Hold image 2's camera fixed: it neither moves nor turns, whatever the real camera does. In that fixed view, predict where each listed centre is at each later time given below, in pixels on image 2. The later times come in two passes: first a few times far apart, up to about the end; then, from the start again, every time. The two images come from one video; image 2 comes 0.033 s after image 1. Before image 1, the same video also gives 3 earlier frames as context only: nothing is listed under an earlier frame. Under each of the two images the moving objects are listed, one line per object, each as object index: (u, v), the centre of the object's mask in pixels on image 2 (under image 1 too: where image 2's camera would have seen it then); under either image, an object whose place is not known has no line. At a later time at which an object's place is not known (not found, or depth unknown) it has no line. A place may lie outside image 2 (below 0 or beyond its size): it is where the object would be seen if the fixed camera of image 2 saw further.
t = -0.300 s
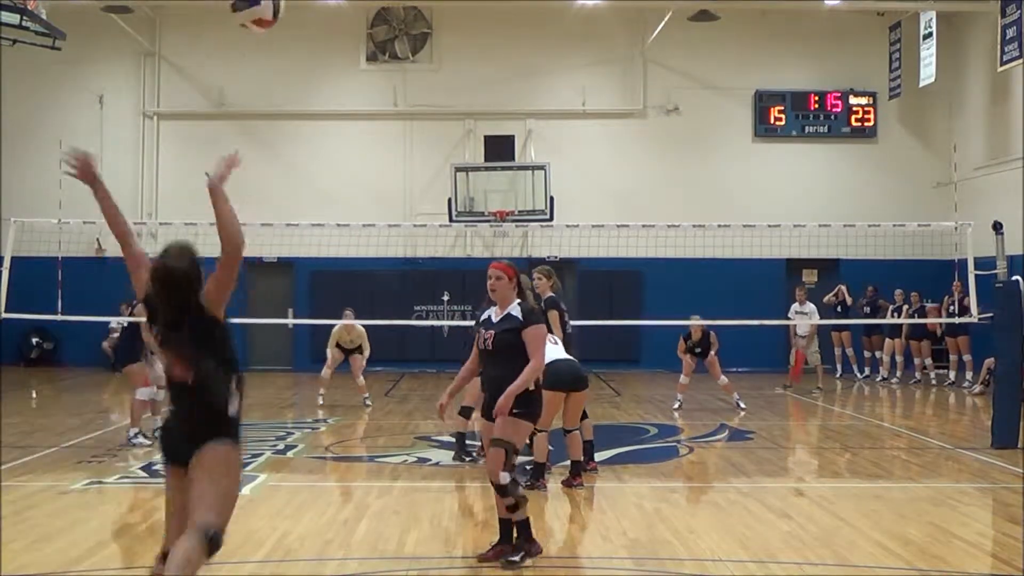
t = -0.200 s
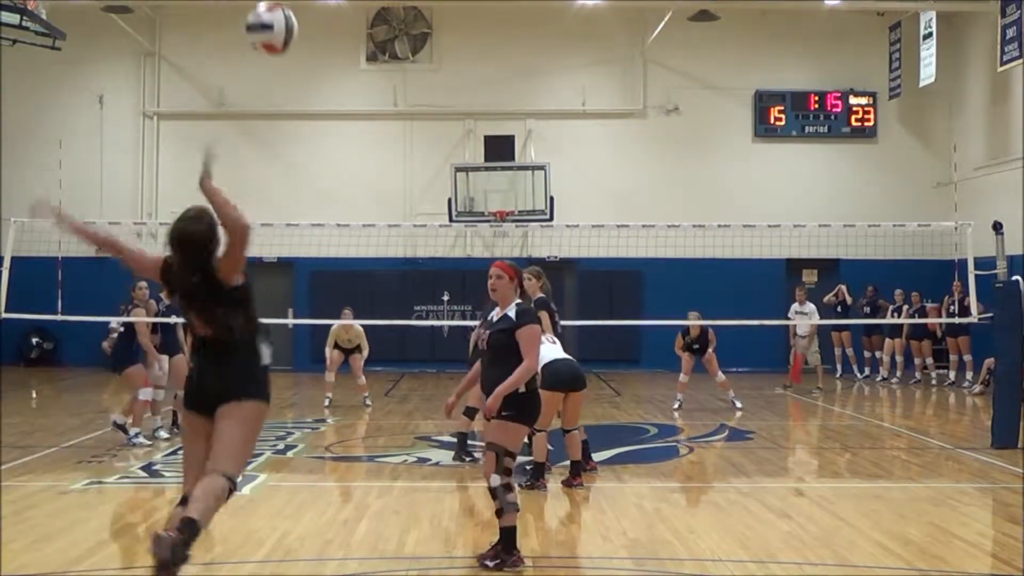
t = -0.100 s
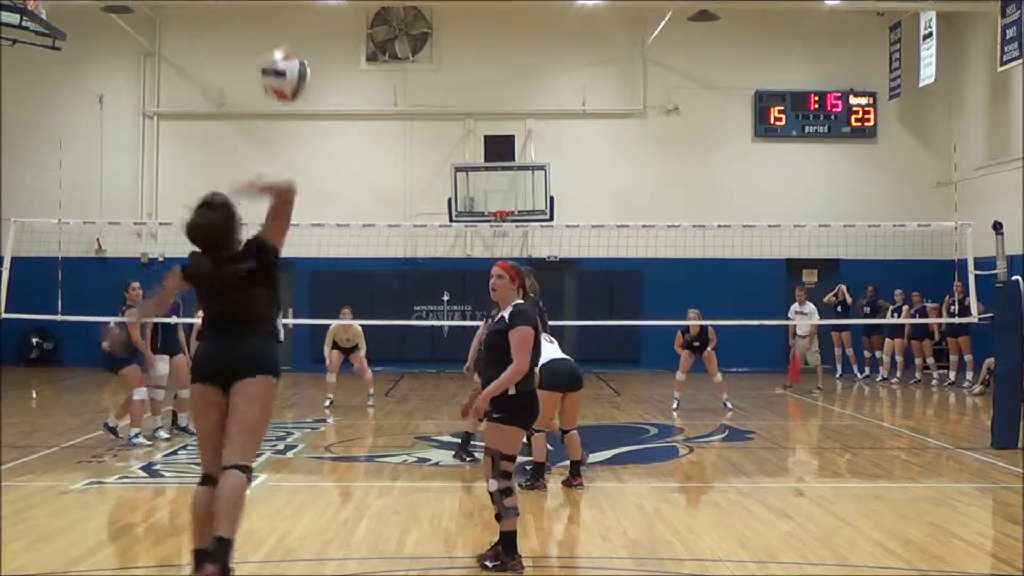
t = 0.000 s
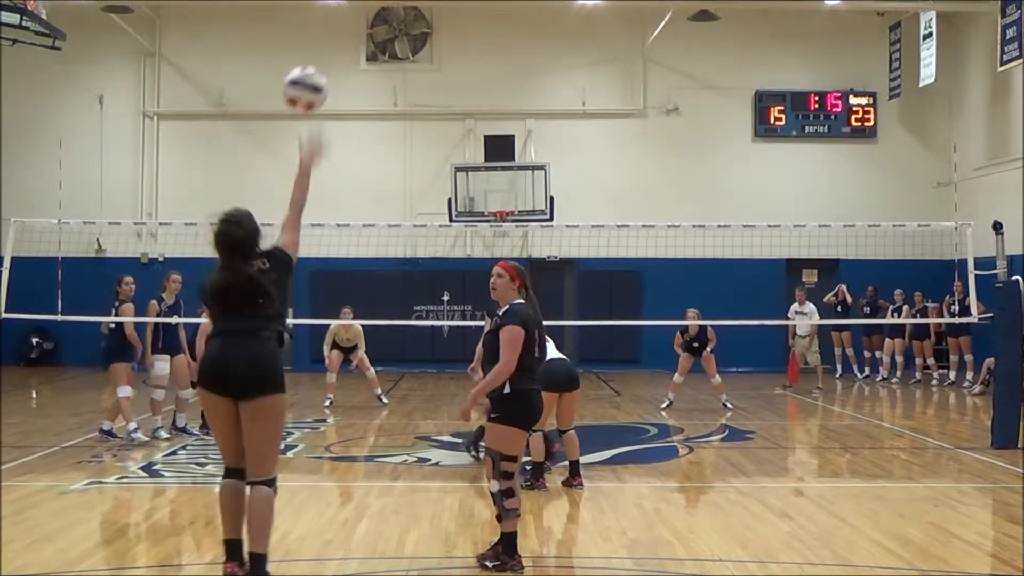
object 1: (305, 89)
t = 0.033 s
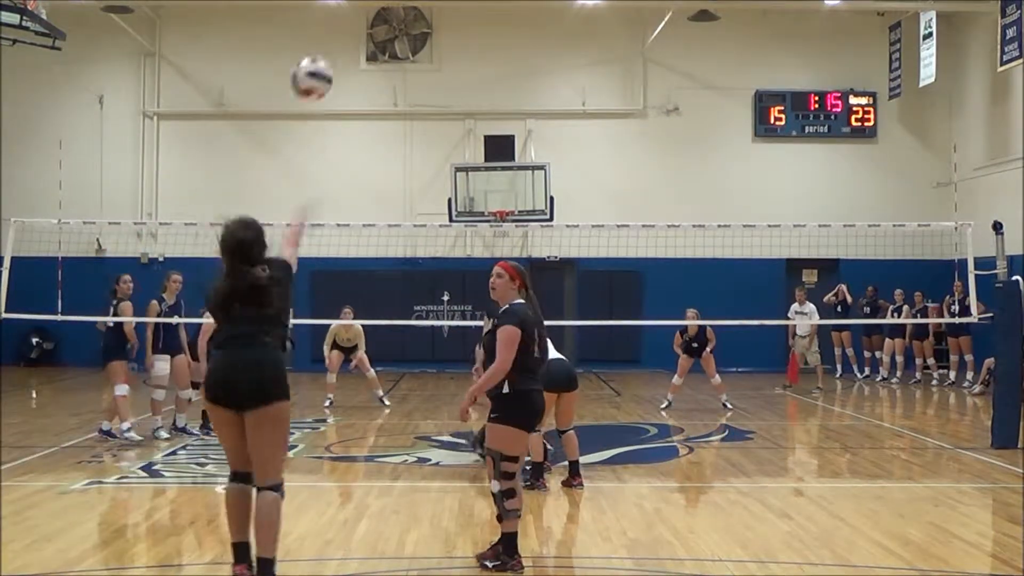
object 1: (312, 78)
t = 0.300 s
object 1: (346, 69)
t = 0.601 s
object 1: (371, 138)
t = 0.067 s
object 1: (317, 71)
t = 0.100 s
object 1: (323, 65)
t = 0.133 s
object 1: (328, 62)
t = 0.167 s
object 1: (332, 60)
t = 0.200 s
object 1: (337, 60)
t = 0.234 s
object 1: (341, 62)
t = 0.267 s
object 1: (343, 65)
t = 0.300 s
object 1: (346, 69)
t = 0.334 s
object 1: (349, 74)
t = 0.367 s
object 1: (353, 79)
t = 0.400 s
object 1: (357, 86)
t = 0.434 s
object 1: (359, 92)
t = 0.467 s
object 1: (361, 100)
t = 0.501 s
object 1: (365, 108)
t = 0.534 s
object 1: (367, 117)
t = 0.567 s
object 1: (368, 127)
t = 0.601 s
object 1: (371, 138)
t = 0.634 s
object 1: (371, 149)
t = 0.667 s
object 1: (374, 160)
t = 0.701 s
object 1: (376, 172)
